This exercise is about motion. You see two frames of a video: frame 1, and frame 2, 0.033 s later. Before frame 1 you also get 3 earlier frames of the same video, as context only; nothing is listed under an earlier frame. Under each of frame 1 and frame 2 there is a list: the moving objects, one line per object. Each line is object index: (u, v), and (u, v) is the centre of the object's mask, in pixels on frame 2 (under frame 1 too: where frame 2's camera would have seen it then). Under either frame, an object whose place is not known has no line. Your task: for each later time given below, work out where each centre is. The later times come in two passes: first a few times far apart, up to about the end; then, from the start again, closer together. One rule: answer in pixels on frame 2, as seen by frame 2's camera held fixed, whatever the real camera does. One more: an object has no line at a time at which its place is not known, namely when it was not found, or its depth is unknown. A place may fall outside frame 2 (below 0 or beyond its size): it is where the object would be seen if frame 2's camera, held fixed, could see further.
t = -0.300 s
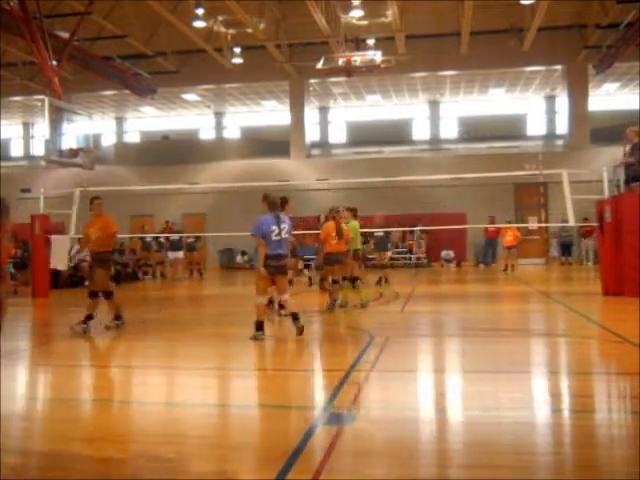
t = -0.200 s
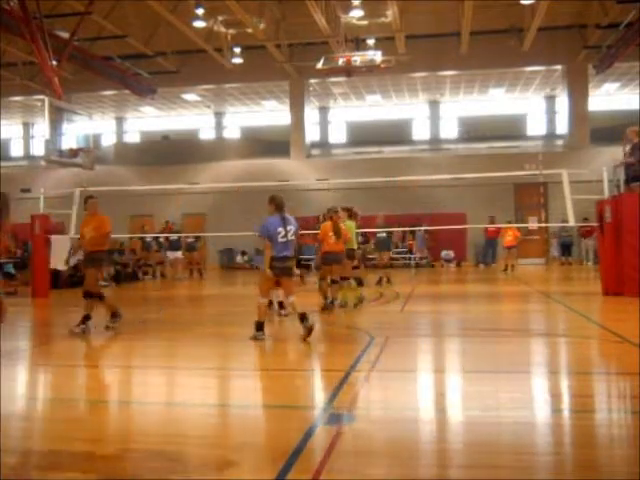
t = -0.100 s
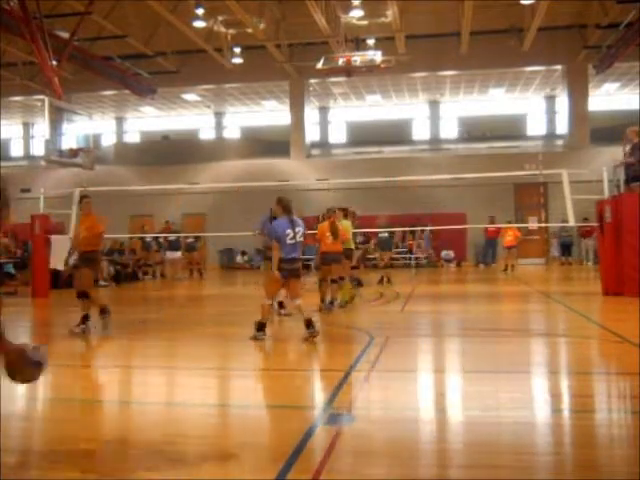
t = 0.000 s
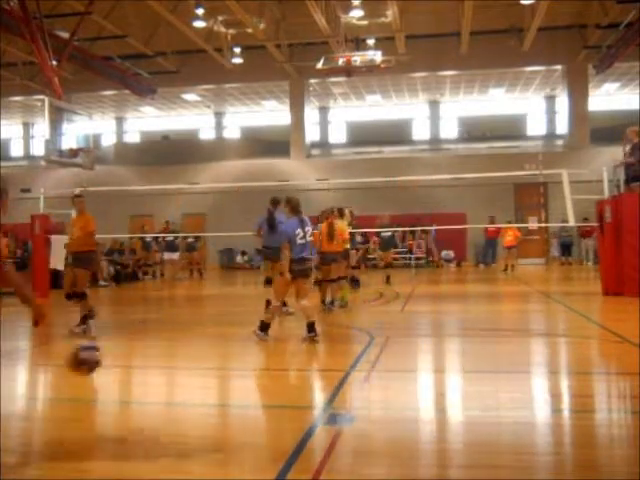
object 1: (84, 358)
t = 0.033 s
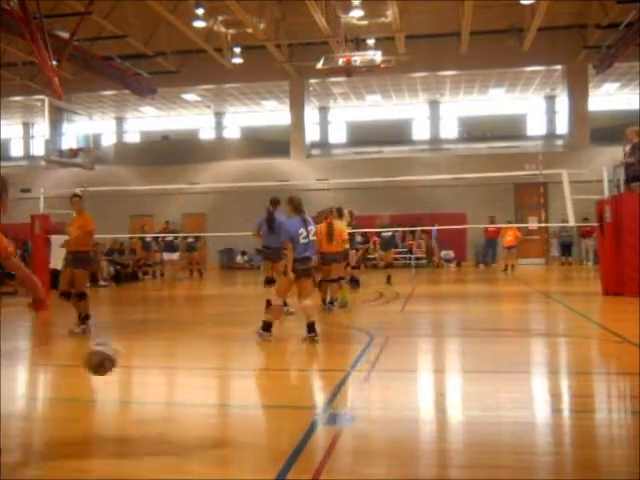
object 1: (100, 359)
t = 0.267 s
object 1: (168, 345)
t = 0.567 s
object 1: (207, 319)
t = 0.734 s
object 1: (223, 331)
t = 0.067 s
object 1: (113, 362)
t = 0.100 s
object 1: (127, 367)
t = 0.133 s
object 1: (138, 372)
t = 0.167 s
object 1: (149, 378)
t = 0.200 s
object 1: (156, 371)
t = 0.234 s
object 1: (162, 356)
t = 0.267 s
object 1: (168, 345)
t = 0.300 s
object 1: (173, 336)
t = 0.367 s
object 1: (183, 323)
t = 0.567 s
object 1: (207, 319)
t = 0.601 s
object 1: (212, 322)
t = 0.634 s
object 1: (213, 328)
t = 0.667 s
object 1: (219, 331)
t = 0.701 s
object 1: (220, 339)
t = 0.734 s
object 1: (223, 331)
